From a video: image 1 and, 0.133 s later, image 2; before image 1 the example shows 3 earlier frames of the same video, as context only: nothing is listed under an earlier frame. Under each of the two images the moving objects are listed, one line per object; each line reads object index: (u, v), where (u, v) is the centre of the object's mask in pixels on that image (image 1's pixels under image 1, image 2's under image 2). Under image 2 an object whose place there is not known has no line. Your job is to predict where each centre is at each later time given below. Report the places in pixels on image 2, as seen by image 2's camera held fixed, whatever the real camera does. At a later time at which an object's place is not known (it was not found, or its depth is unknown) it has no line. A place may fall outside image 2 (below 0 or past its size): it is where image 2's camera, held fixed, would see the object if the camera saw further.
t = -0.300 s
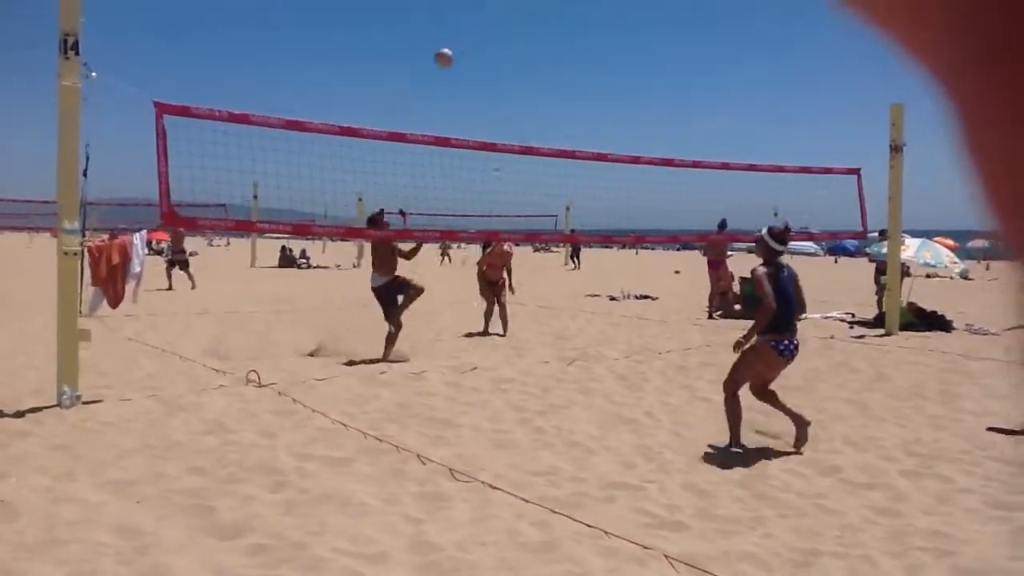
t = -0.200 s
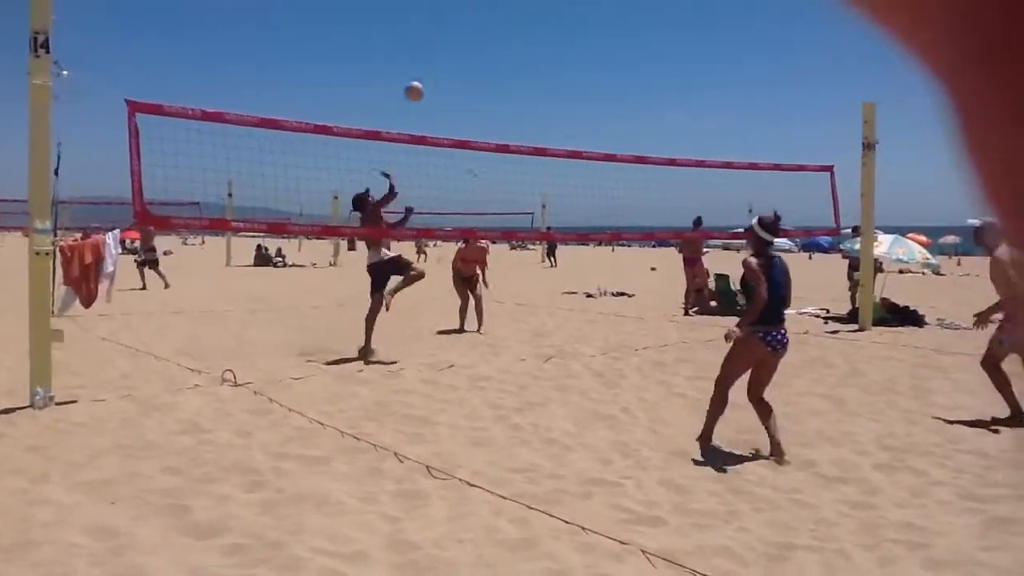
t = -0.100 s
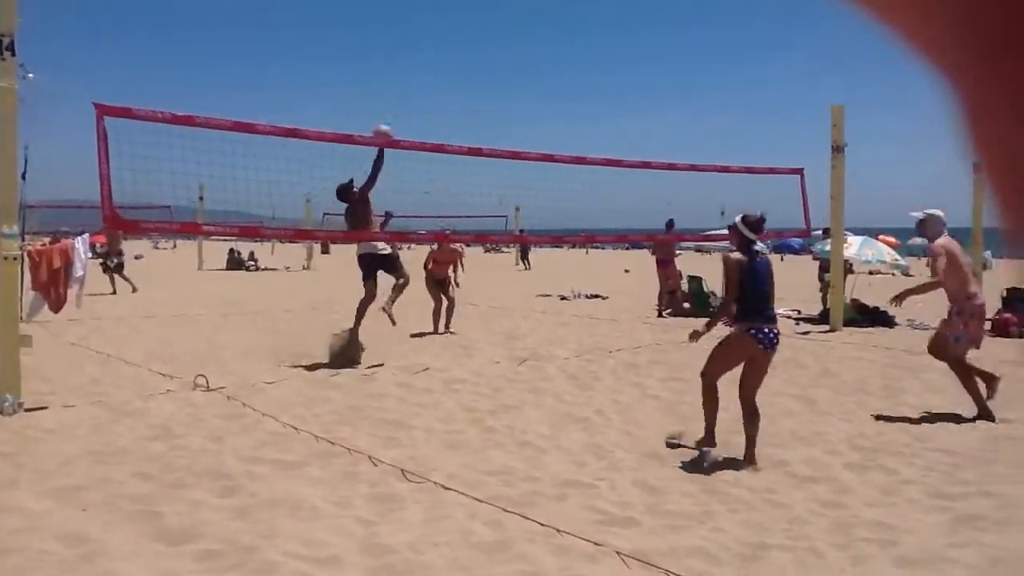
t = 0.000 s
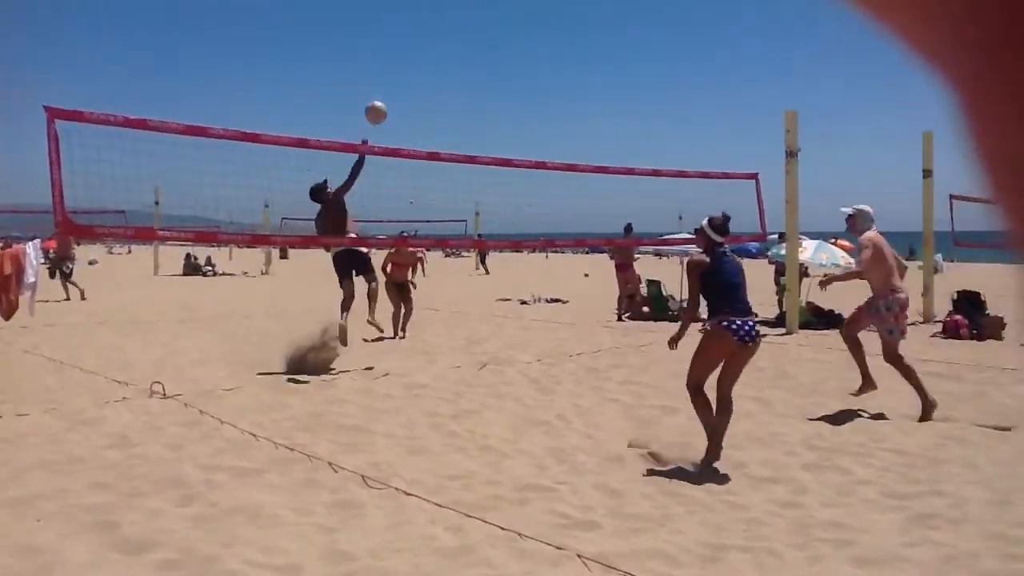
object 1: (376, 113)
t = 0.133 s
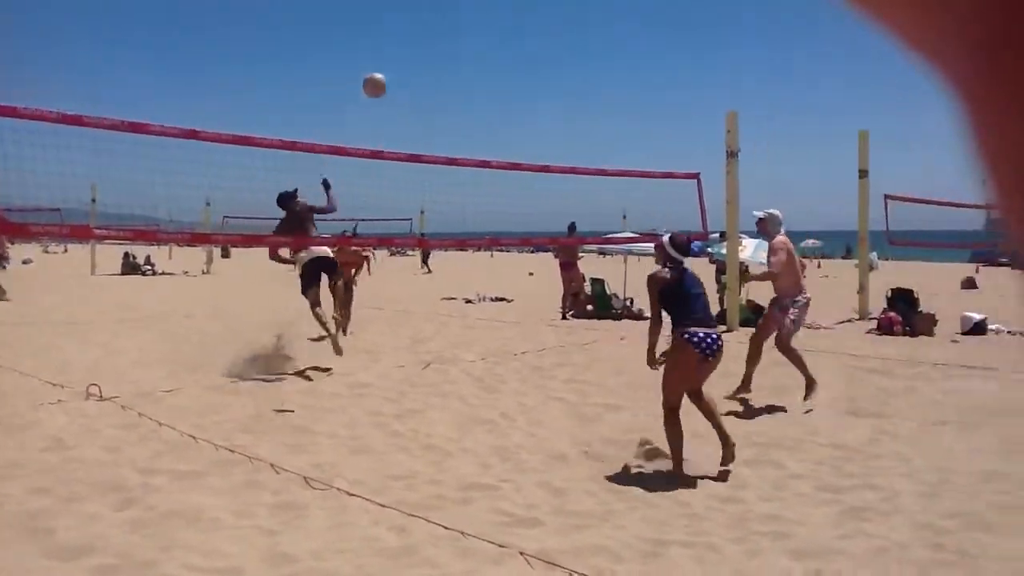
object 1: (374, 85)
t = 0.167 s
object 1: (391, 81)
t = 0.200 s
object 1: (407, 79)
